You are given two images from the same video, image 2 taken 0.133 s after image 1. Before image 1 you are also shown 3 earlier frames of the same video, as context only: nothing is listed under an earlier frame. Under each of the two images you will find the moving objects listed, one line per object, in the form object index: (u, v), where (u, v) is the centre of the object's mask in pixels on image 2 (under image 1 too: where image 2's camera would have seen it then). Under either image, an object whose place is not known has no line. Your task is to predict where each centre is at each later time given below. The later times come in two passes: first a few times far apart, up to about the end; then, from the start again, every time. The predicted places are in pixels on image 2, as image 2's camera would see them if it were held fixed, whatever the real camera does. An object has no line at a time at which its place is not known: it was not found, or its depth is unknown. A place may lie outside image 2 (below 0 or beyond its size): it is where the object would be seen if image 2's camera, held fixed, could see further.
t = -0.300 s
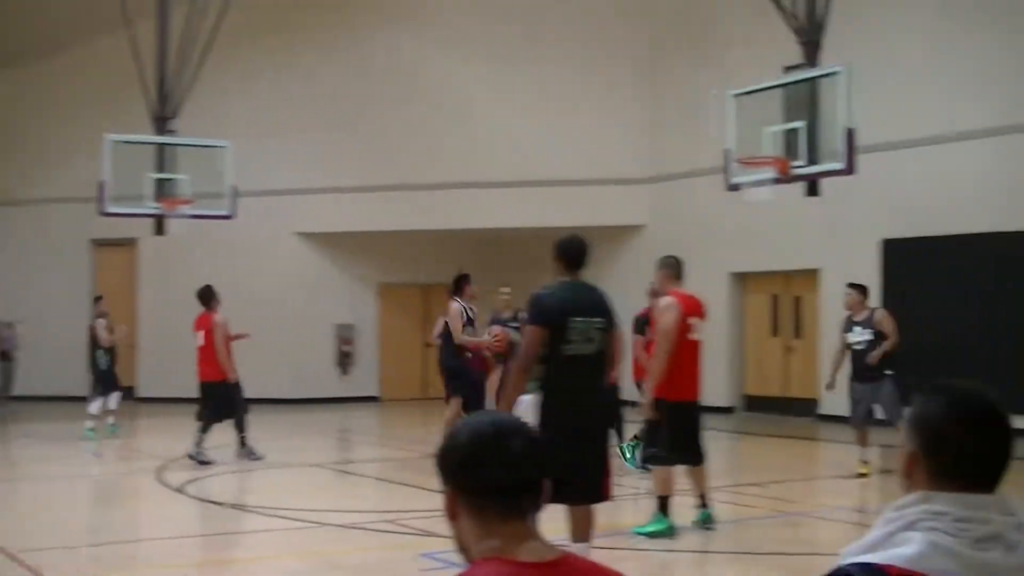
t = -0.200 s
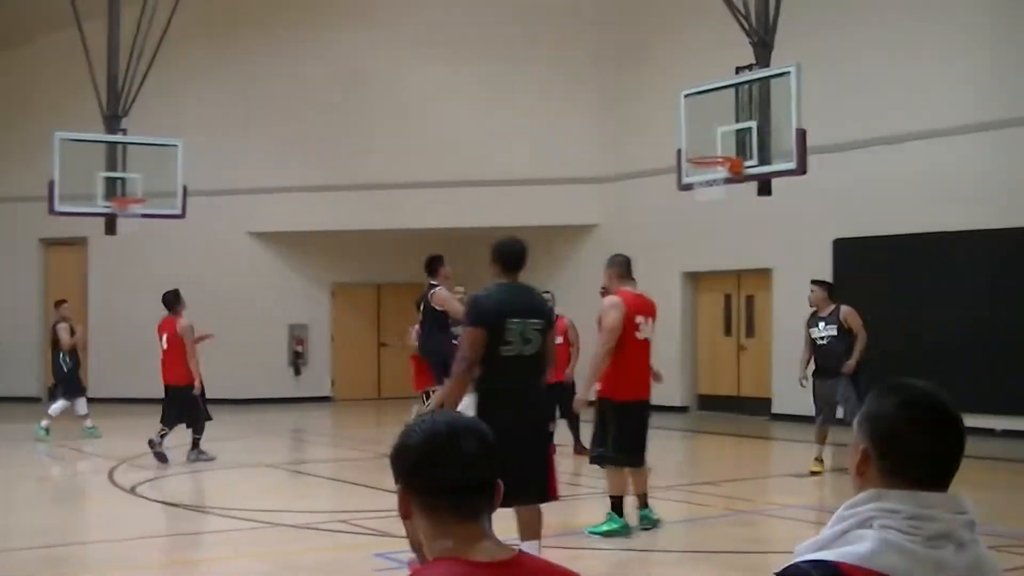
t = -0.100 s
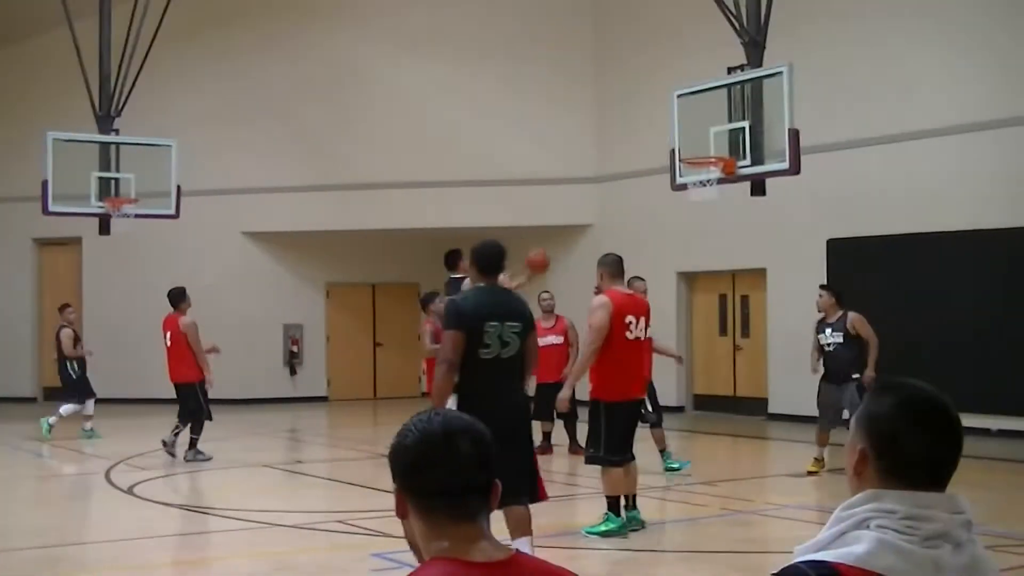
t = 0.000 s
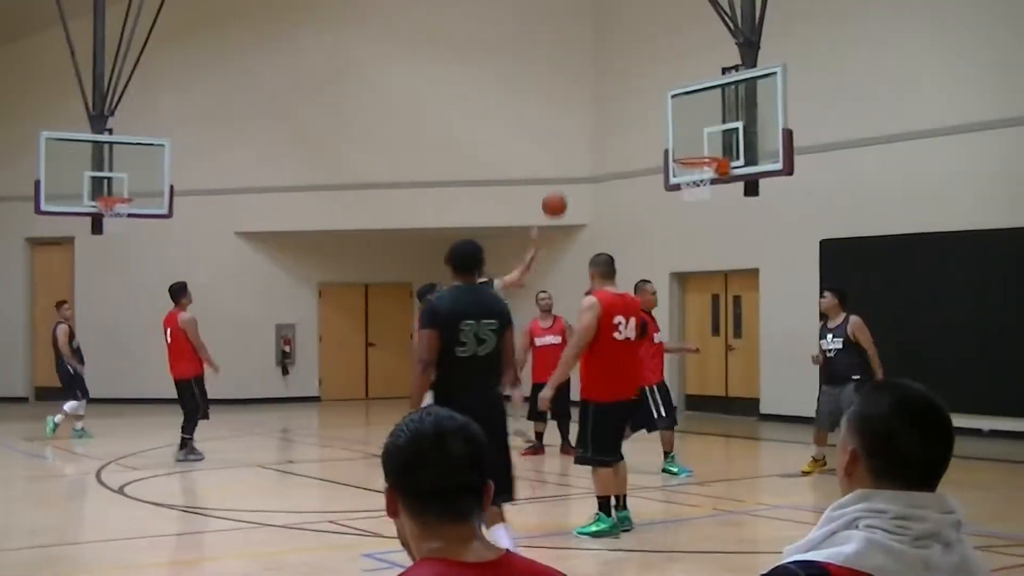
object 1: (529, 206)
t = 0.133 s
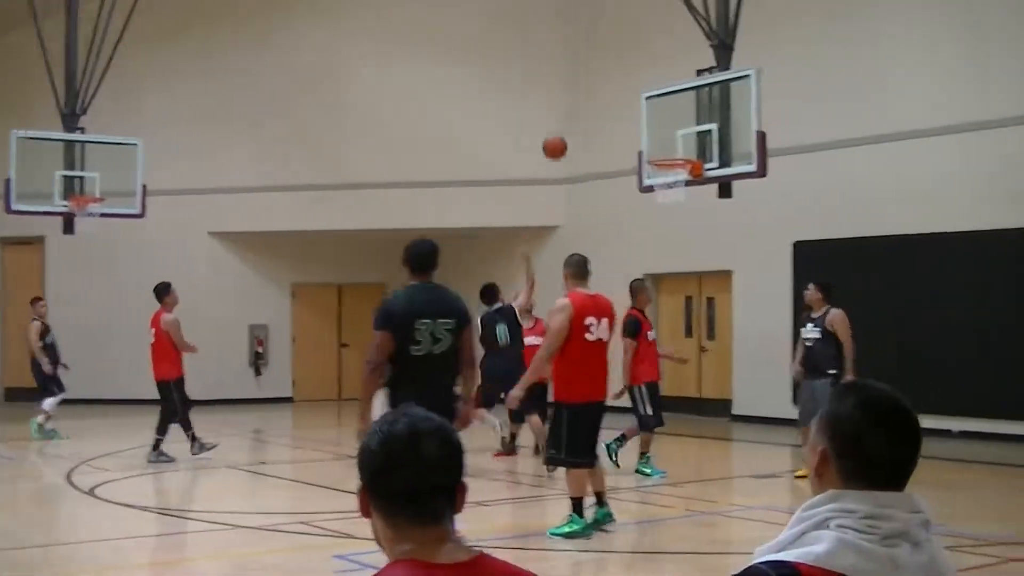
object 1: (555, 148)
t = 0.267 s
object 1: (580, 110)
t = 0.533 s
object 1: (628, 87)
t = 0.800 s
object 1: (674, 133)
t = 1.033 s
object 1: (728, 130)
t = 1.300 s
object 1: (724, 137)
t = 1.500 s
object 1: (721, 191)
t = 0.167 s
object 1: (561, 137)
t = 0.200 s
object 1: (567, 126)
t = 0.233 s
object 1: (574, 117)
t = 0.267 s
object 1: (580, 110)
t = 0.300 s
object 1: (586, 102)
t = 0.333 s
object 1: (592, 97)
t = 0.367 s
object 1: (598, 93)
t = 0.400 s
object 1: (604, 89)
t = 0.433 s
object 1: (610, 88)
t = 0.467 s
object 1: (616, 86)
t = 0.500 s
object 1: (622, 86)
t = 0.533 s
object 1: (628, 87)
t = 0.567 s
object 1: (634, 89)
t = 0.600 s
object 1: (638, 93)
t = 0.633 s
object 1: (644, 97)
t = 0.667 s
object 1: (651, 102)
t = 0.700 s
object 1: (657, 109)
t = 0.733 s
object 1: (663, 116)
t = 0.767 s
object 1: (669, 124)
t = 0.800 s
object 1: (674, 133)
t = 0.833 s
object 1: (680, 145)
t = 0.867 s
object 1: (687, 146)
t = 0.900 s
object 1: (694, 141)
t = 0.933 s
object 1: (702, 137)
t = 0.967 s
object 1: (712, 133)
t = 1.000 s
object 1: (720, 130)
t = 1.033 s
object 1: (728, 130)
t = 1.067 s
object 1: (728, 127)
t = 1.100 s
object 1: (728, 126)
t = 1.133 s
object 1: (727, 125)
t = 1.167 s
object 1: (727, 125)
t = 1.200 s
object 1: (726, 126)
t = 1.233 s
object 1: (726, 128)
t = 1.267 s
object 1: (725, 132)
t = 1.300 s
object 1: (724, 137)
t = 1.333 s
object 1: (723, 143)
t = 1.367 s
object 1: (723, 150)
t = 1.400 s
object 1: (722, 158)
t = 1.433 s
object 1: (721, 170)
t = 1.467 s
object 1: (720, 179)
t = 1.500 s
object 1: (721, 191)
